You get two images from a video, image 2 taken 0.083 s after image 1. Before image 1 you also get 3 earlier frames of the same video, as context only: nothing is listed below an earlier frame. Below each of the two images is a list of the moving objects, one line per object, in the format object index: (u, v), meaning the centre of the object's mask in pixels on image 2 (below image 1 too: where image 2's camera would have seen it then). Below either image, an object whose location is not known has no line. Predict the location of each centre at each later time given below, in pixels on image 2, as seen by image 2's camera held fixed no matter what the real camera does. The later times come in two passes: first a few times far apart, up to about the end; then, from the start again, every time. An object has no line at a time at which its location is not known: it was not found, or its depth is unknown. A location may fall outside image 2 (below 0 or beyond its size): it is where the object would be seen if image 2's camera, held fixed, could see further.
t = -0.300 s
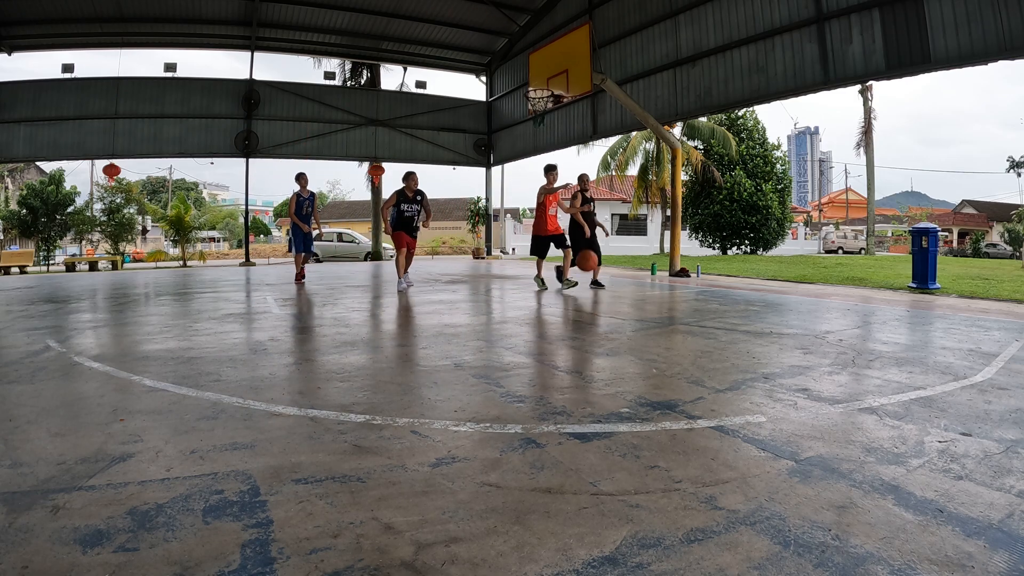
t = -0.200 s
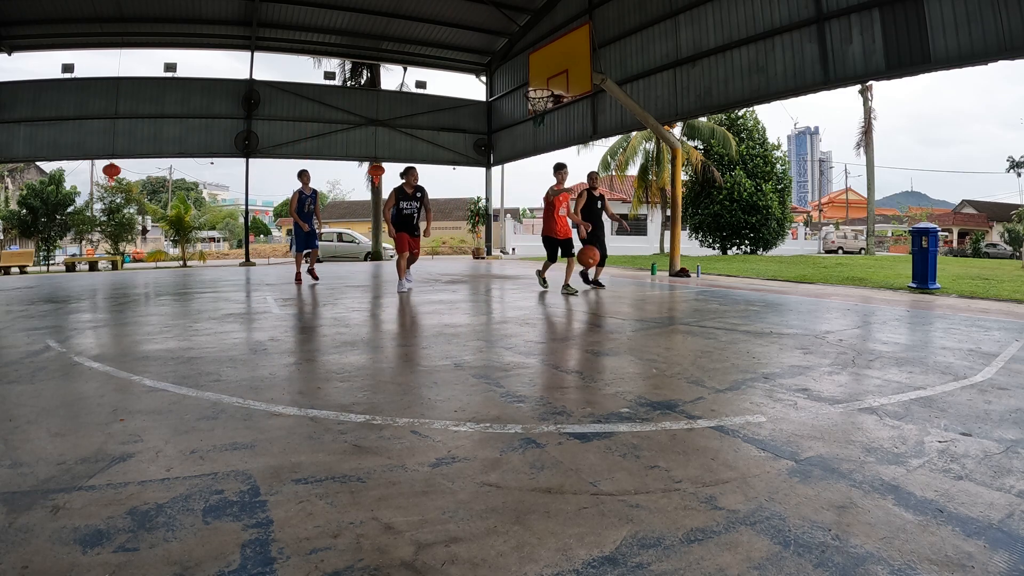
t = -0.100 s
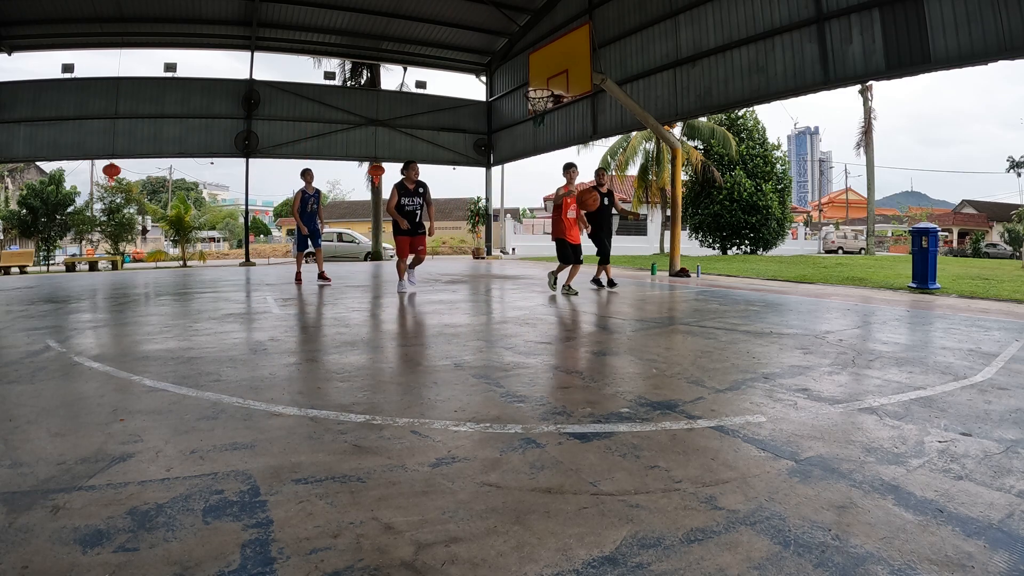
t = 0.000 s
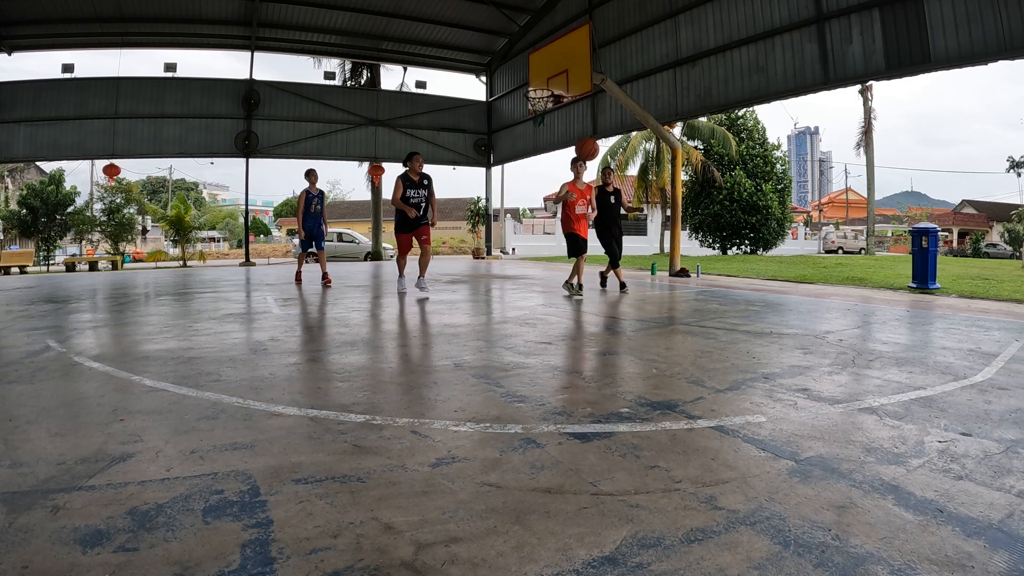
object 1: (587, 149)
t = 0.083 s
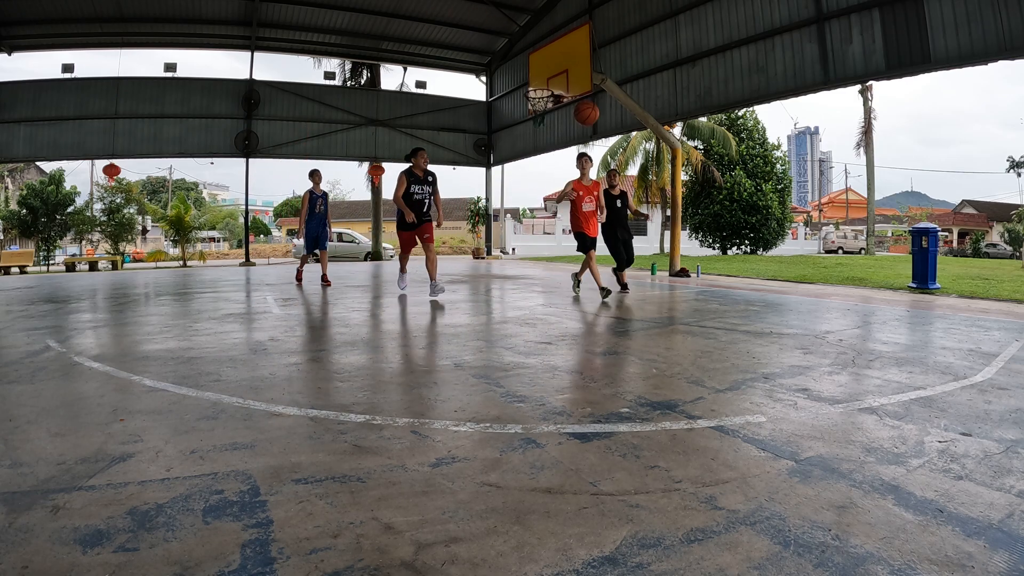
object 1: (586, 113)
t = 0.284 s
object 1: (584, 49)
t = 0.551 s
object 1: (581, 20)
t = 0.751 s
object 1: (580, 51)
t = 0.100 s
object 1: (586, 106)
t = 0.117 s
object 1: (586, 100)
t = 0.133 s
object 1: (586, 94)
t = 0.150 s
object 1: (585, 88)
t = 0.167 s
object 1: (585, 82)
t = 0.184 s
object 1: (584, 77)
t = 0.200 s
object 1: (584, 71)
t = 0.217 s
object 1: (584, 66)
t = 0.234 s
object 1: (584, 62)
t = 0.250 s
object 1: (584, 57)
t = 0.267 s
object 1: (584, 53)
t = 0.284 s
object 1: (584, 49)
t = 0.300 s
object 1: (584, 45)
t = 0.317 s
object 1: (583, 42)
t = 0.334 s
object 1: (584, 37)
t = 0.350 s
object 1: (583, 35)
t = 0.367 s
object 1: (583, 33)
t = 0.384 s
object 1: (583, 30)
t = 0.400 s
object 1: (583, 28)
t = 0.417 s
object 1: (582, 26)
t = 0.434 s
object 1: (582, 24)
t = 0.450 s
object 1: (582, 23)
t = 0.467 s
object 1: (581, 22)
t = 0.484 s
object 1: (581, 21)
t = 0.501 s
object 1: (581, 21)
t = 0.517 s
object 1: (581, 20)
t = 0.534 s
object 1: (581, 20)
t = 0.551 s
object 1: (581, 20)
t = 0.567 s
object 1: (581, 21)
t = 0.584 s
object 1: (581, 21)
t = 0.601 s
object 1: (580, 23)
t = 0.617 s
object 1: (580, 25)
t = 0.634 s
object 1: (580, 26)
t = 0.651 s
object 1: (580, 29)
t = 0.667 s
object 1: (580, 31)
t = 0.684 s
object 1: (580, 34)
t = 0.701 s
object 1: (580, 37)
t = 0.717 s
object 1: (580, 42)
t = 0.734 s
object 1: (580, 46)
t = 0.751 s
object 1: (580, 51)
